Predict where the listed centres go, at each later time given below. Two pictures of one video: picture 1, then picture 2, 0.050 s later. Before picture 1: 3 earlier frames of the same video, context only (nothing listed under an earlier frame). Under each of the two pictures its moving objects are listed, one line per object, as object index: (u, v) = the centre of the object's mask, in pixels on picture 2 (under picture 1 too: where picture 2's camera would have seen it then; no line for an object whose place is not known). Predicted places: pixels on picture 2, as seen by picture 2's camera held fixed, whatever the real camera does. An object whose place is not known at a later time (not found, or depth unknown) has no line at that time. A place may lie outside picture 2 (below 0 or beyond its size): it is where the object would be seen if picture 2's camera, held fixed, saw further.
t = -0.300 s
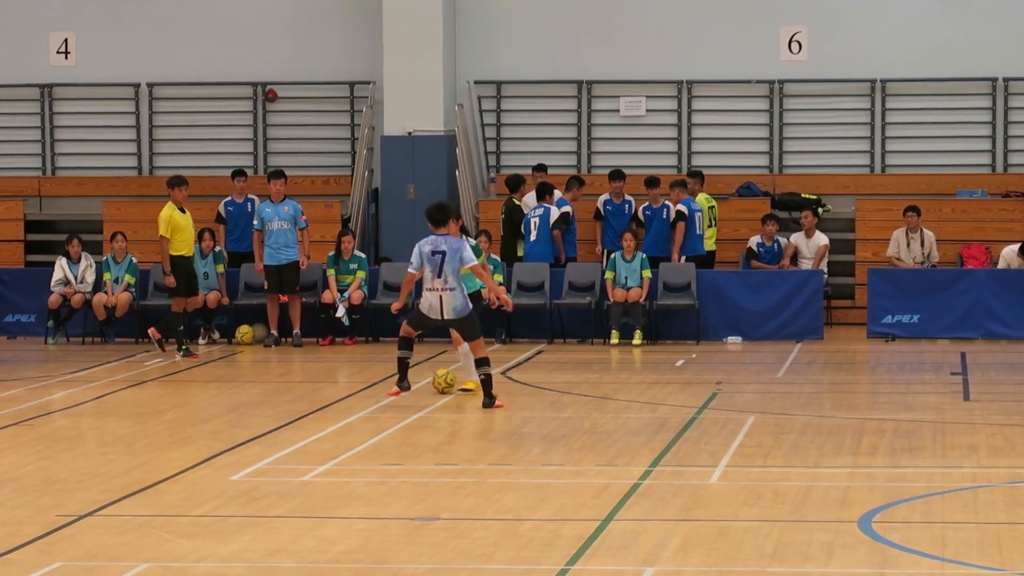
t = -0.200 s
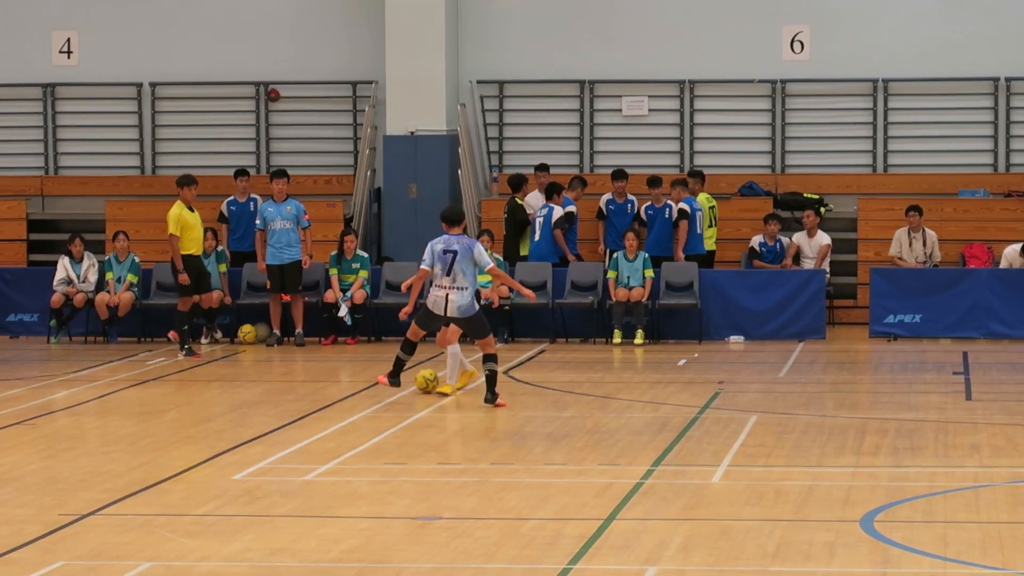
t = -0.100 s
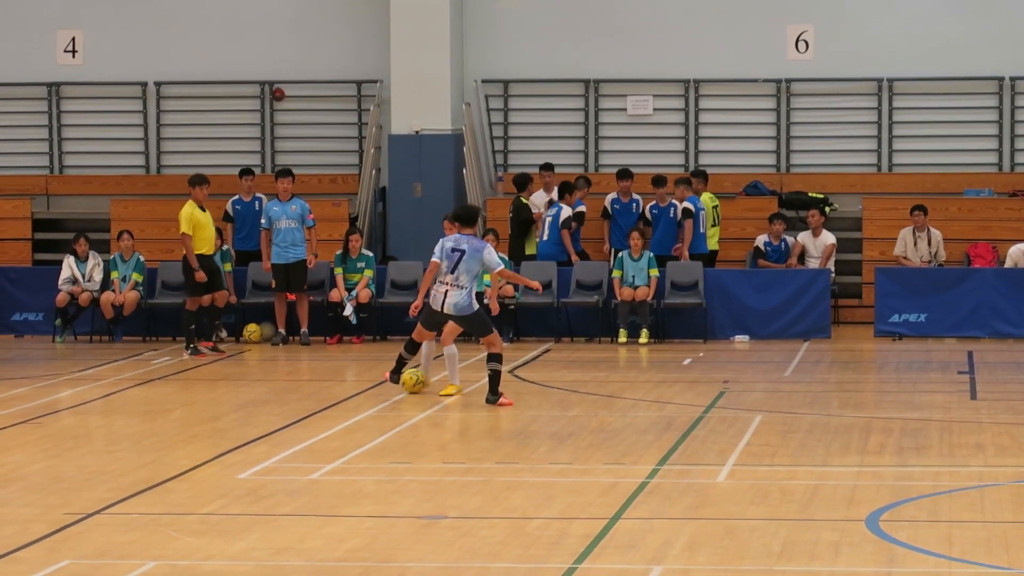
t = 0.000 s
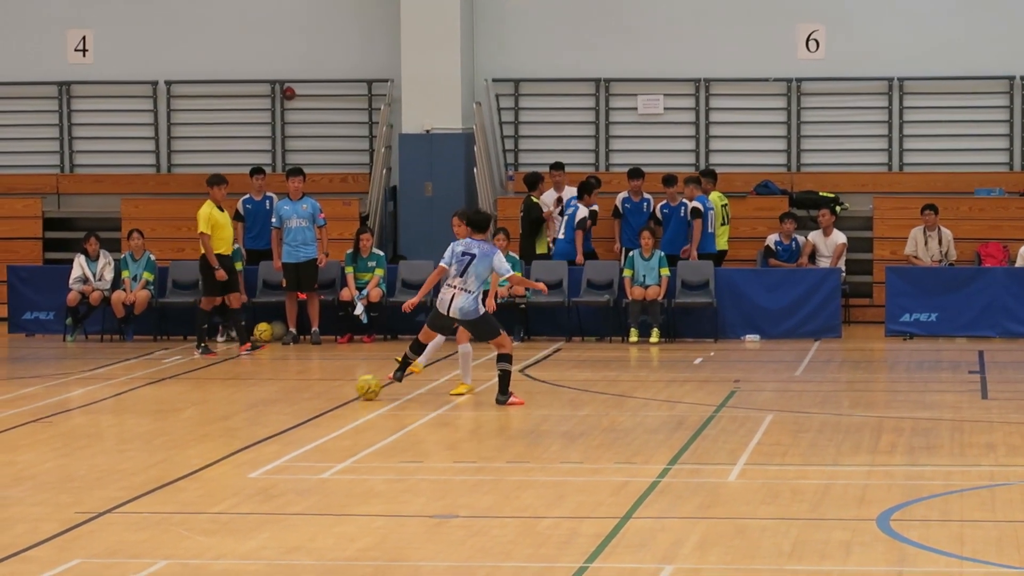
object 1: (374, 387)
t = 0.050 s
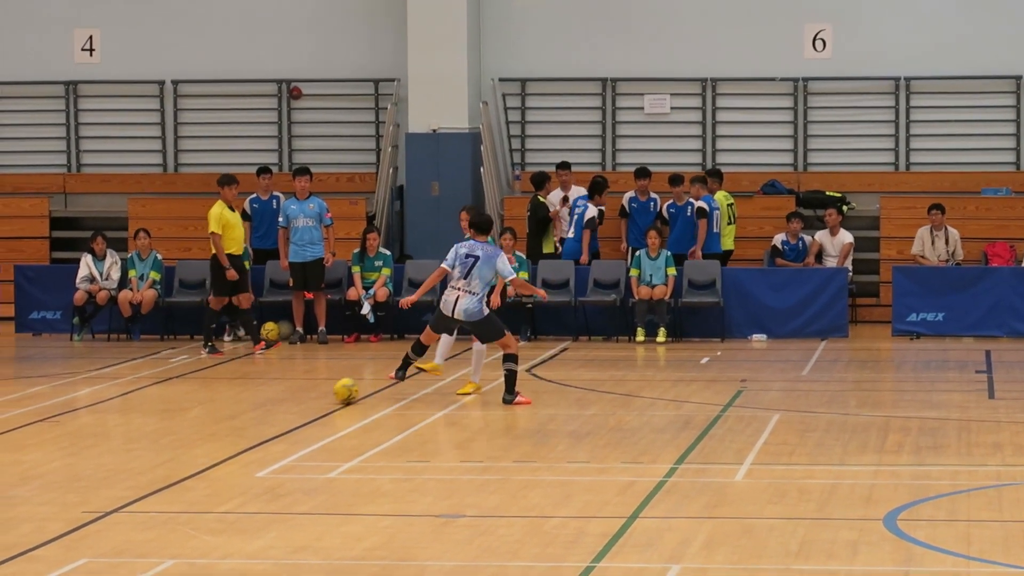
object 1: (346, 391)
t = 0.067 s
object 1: (336, 392)
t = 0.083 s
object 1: (327, 394)
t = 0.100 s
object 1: (317, 394)
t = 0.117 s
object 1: (308, 395)
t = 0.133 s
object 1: (299, 397)
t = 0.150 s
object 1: (289, 399)
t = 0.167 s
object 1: (280, 400)
